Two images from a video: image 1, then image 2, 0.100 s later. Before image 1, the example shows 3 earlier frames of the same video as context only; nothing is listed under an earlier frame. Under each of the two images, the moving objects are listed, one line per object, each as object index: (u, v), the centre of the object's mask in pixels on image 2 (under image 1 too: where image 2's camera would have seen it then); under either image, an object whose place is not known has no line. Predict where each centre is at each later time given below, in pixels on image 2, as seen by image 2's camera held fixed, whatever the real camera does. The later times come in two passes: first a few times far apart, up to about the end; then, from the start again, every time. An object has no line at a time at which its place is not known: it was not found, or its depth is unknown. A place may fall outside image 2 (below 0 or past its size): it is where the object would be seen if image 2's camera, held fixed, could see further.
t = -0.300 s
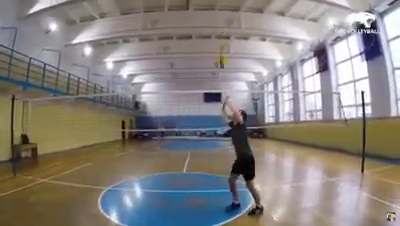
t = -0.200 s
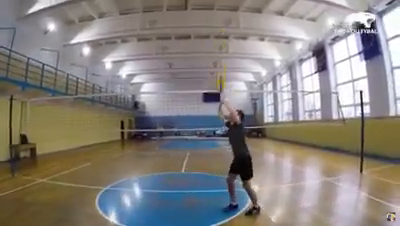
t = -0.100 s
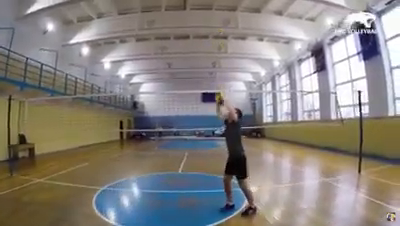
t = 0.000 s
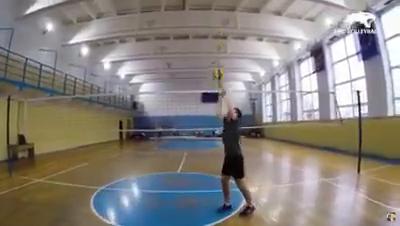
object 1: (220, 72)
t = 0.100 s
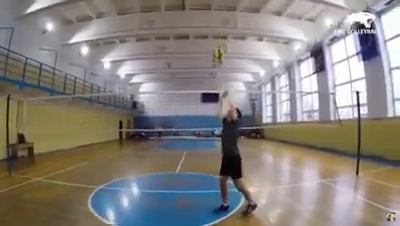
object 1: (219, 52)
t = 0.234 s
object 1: (216, 35)
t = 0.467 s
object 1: (215, 26)
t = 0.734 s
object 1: (214, 41)
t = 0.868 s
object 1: (214, 64)
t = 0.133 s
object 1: (218, 48)
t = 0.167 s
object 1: (216, 42)
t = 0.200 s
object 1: (216, 38)
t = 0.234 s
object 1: (216, 35)
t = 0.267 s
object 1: (216, 32)
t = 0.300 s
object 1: (216, 29)
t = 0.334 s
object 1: (216, 28)
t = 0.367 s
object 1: (216, 27)
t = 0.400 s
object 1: (215, 25)
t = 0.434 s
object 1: (216, 26)
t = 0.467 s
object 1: (215, 26)
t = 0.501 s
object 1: (216, 26)
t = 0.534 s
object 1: (216, 26)
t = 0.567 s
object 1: (215, 28)
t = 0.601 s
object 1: (215, 28)
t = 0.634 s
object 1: (215, 33)
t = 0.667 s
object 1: (215, 34)
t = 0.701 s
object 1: (215, 38)
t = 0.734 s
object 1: (214, 41)
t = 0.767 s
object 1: (214, 48)
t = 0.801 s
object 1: (214, 51)
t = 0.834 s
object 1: (214, 56)
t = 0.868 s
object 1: (214, 64)
